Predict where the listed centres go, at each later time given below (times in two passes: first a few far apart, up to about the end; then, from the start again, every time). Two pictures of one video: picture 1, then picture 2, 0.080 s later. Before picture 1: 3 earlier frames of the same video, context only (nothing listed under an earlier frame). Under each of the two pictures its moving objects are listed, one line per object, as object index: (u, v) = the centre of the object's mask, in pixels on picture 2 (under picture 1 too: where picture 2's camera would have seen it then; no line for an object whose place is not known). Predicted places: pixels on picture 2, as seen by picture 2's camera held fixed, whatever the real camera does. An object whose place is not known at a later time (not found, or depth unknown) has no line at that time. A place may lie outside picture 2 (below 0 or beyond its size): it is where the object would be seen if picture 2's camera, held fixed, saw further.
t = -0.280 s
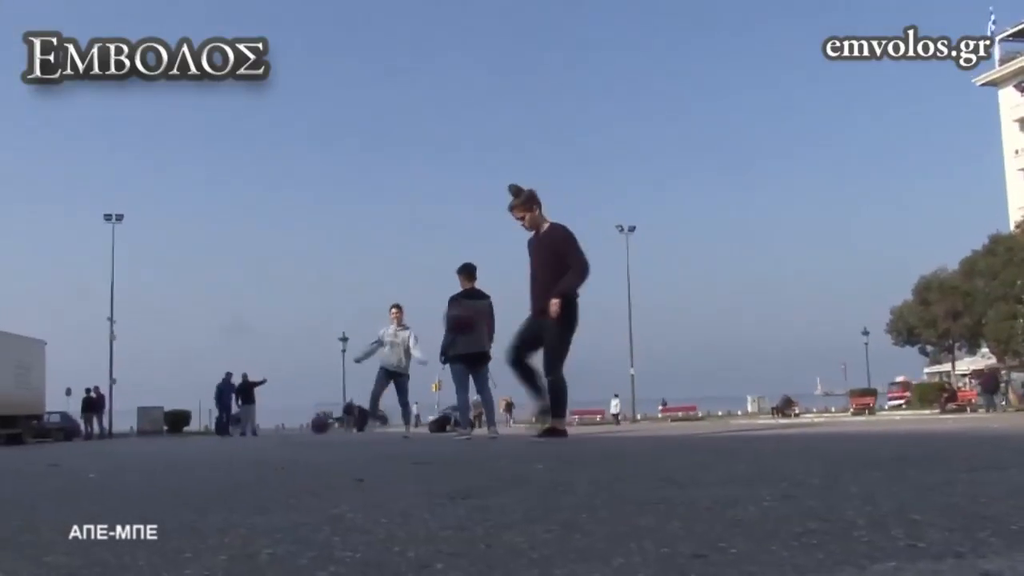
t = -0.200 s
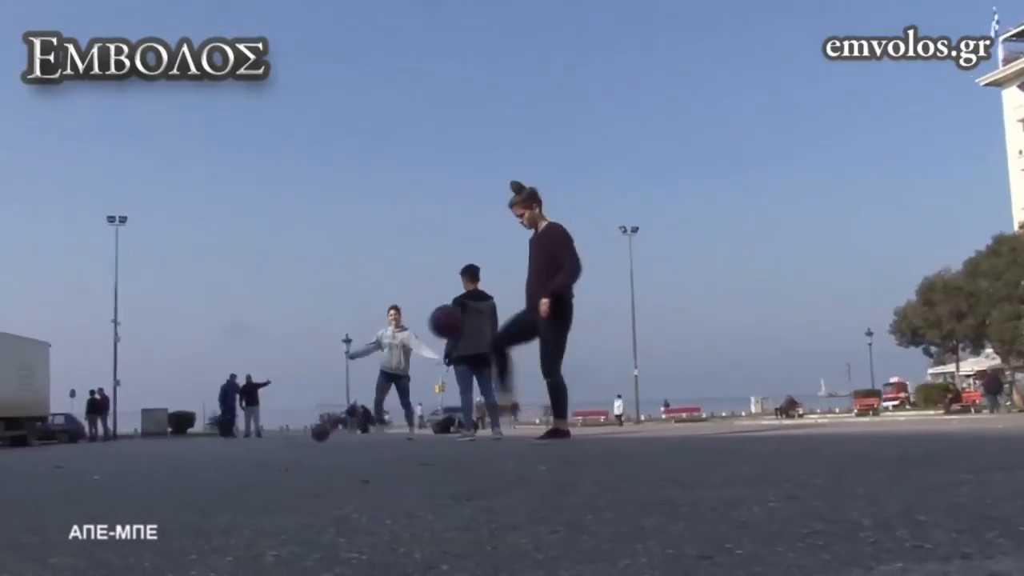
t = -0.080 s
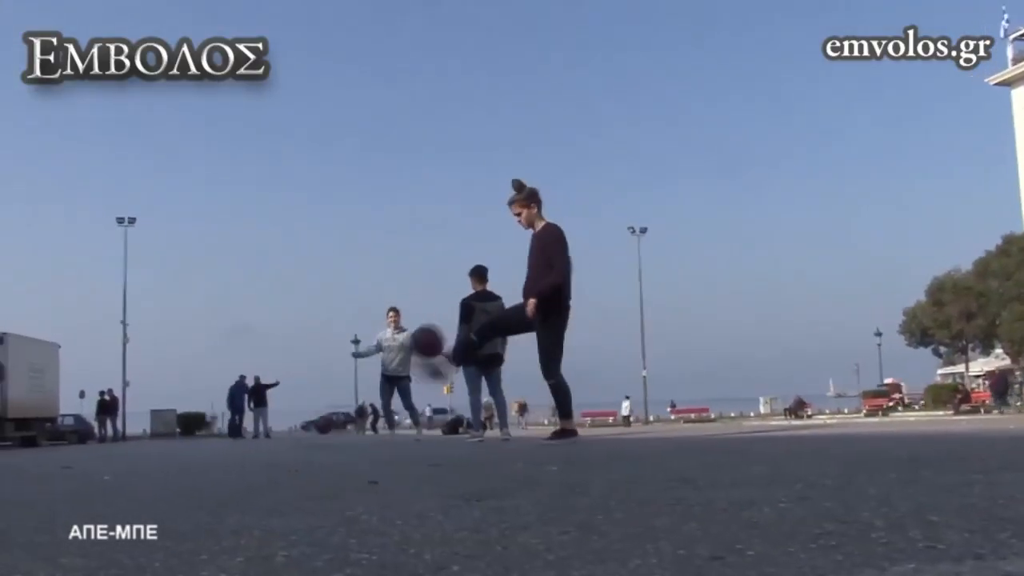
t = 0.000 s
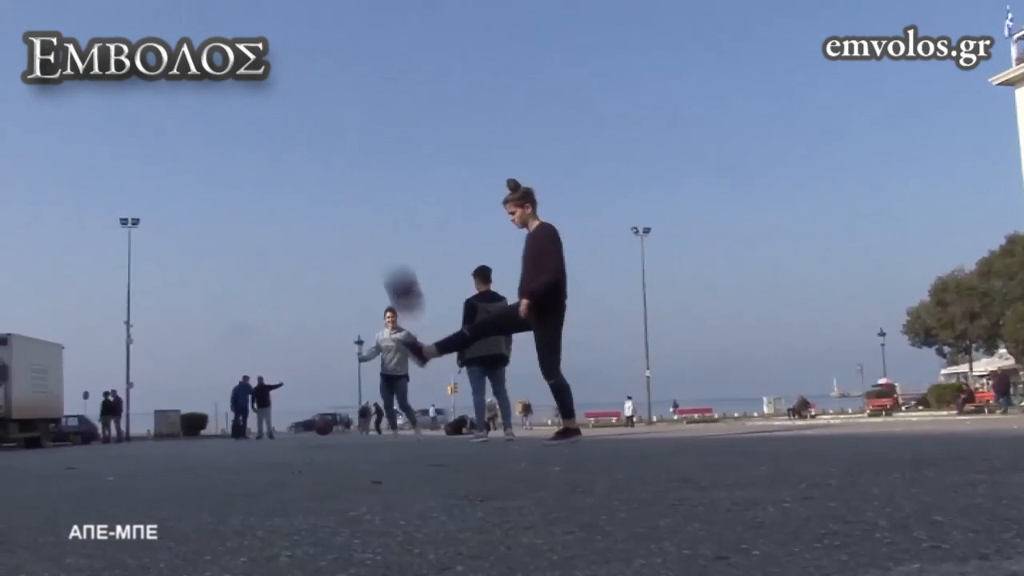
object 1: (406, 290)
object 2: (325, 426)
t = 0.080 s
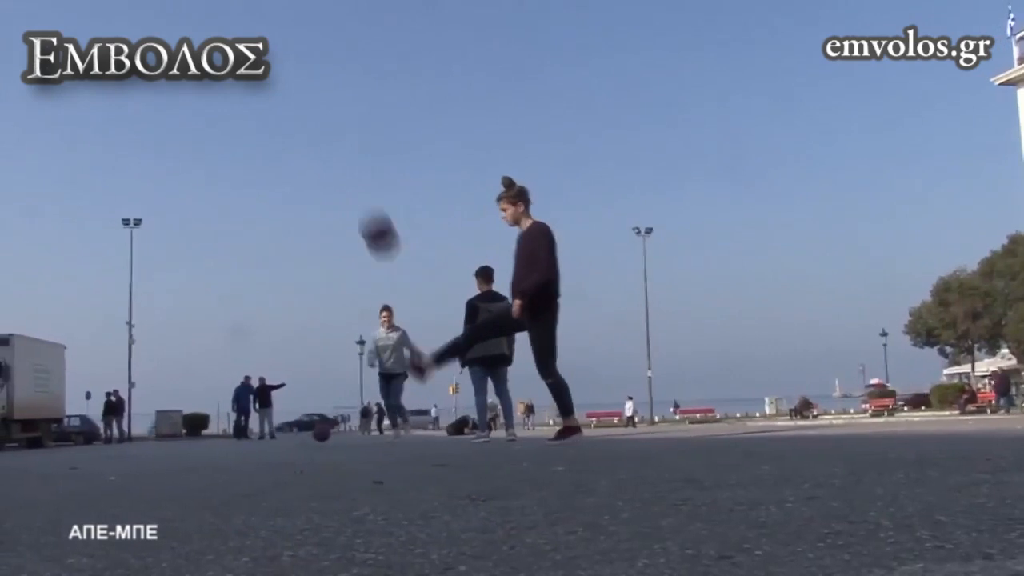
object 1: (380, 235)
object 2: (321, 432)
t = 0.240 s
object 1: (328, 148)
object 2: (312, 430)
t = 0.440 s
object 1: (264, 92)
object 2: (302, 434)
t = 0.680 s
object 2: (287, 436)
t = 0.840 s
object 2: (277, 437)
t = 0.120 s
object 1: (367, 210)
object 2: (320, 434)
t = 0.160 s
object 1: (354, 187)
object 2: (316, 432)
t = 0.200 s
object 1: (341, 166)
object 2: (315, 431)
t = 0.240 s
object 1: (328, 148)
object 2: (312, 430)
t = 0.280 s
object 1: (314, 131)
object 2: (310, 431)
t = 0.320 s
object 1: (301, 118)
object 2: (308, 432)
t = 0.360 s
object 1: (288, 107)
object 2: (306, 436)
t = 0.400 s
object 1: (276, 97)
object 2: (303, 436)
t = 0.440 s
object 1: (264, 92)
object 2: (302, 434)
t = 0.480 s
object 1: (251, 91)
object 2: (299, 434)
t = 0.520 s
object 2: (297, 434)
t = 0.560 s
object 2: (295, 437)
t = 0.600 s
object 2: (293, 436)
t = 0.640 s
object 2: (290, 436)
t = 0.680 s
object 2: (287, 436)
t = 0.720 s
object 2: (284, 437)
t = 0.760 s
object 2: (280, 435)
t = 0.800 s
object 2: (279, 437)
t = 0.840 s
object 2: (277, 437)
